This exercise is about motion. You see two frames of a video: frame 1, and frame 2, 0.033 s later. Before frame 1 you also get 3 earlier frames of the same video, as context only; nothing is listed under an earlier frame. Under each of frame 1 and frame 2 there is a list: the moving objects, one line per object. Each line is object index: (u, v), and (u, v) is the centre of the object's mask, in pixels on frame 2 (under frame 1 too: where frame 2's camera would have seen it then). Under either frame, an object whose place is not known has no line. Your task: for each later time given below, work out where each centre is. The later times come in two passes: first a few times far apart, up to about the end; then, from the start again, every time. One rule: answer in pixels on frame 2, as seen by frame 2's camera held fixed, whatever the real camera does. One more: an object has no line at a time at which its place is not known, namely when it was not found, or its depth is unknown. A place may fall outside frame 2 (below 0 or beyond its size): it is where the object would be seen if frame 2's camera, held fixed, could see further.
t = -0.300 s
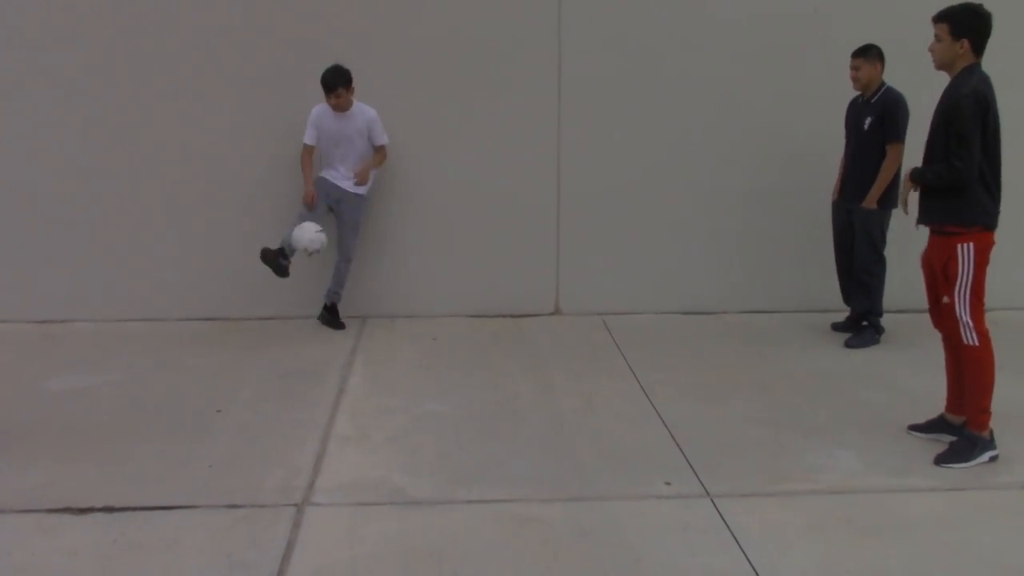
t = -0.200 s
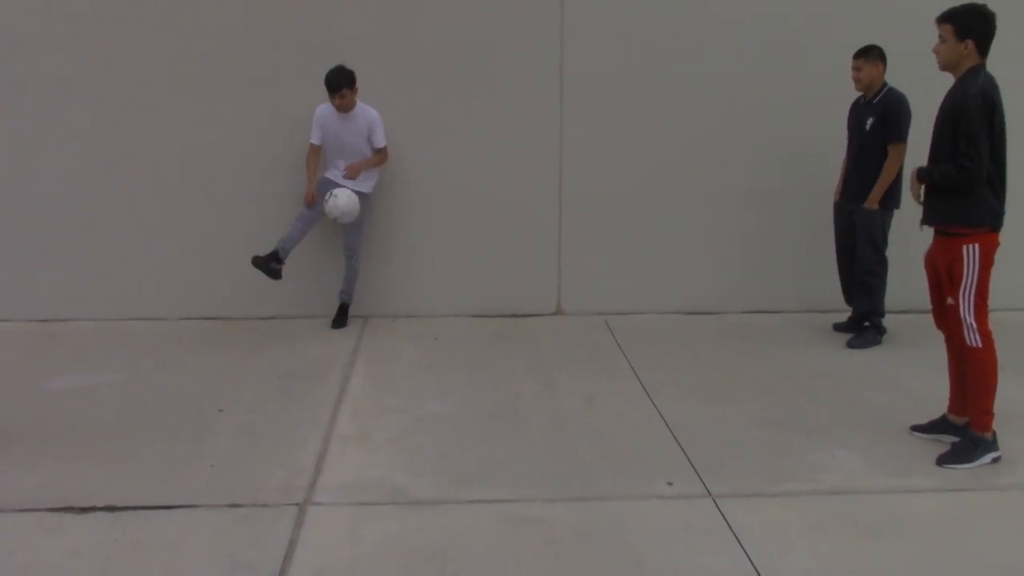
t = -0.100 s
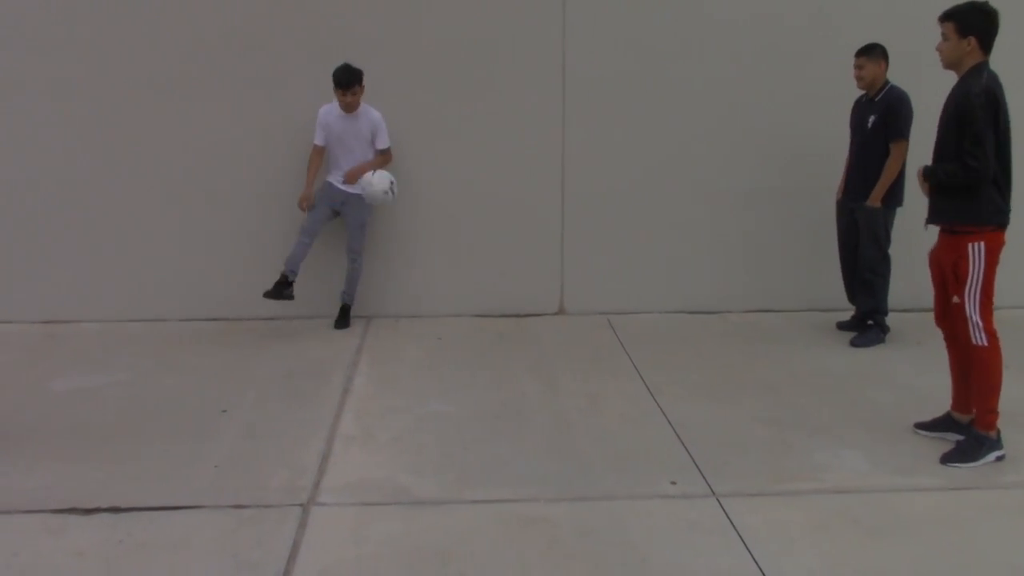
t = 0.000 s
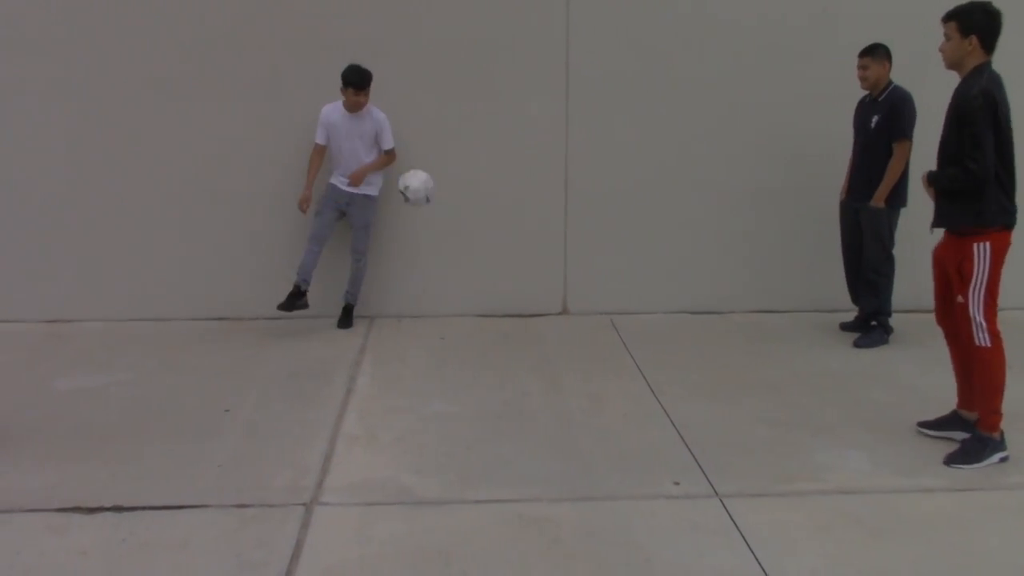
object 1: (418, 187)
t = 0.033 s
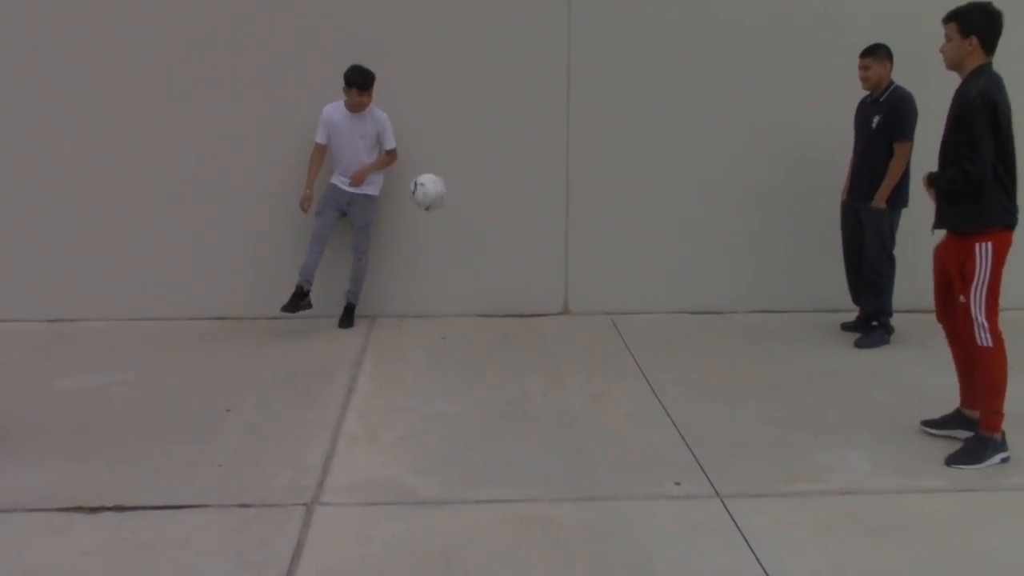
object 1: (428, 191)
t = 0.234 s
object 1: (500, 258)
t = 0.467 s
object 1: (576, 339)
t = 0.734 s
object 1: (652, 350)
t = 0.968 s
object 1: (711, 355)
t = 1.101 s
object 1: (739, 354)
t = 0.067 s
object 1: (439, 197)
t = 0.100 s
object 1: (452, 204)
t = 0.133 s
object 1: (465, 215)
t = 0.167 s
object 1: (477, 227)
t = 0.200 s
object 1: (489, 240)
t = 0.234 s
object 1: (500, 258)
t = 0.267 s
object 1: (511, 276)
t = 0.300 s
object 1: (522, 296)
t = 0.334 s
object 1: (535, 318)
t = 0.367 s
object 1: (546, 342)
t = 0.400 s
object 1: (558, 355)
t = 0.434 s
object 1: (567, 347)
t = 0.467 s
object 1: (576, 339)
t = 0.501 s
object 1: (586, 334)
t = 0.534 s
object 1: (595, 331)
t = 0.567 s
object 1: (604, 329)
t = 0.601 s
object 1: (613, 329)
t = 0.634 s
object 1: (623, 331)
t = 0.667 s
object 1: (632, 335)
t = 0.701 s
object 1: (642, 340)
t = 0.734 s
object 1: (652, 350)
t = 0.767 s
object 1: (662, 356)
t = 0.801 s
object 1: (670, 352)
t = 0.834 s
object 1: (678, 350)
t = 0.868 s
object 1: (686, 349)
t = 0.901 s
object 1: (694, 350)
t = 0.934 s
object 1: (703, 354)
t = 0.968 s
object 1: (711, 355)
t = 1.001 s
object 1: (718, 354)
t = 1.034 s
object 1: (725, 354)
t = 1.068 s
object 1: (732, 354)
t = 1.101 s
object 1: (739, 354)
